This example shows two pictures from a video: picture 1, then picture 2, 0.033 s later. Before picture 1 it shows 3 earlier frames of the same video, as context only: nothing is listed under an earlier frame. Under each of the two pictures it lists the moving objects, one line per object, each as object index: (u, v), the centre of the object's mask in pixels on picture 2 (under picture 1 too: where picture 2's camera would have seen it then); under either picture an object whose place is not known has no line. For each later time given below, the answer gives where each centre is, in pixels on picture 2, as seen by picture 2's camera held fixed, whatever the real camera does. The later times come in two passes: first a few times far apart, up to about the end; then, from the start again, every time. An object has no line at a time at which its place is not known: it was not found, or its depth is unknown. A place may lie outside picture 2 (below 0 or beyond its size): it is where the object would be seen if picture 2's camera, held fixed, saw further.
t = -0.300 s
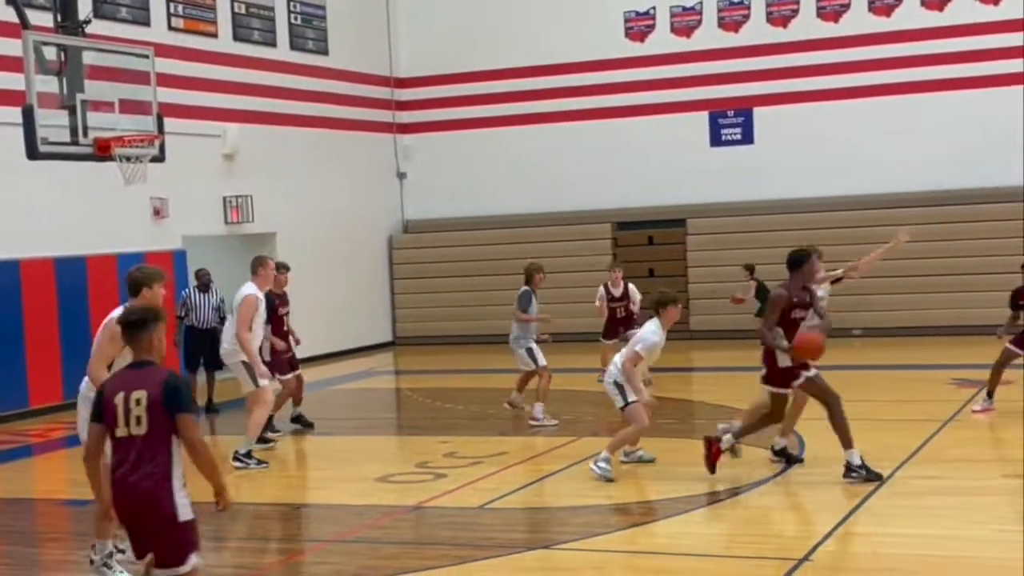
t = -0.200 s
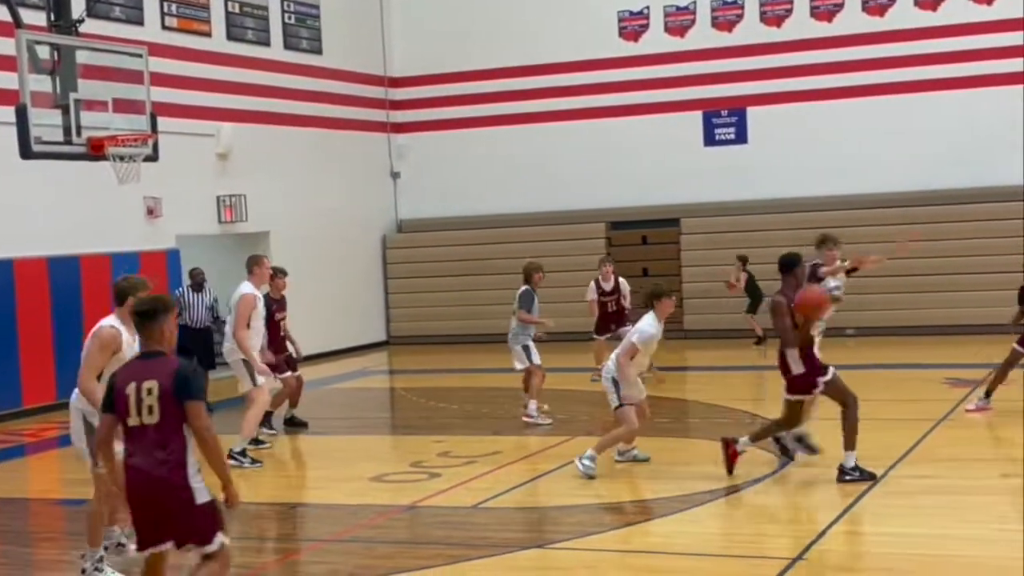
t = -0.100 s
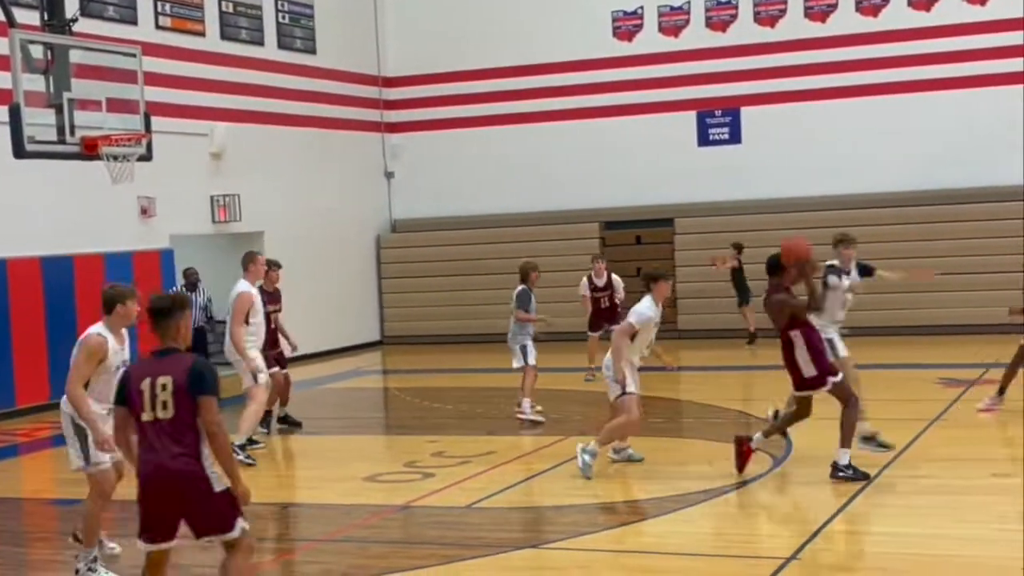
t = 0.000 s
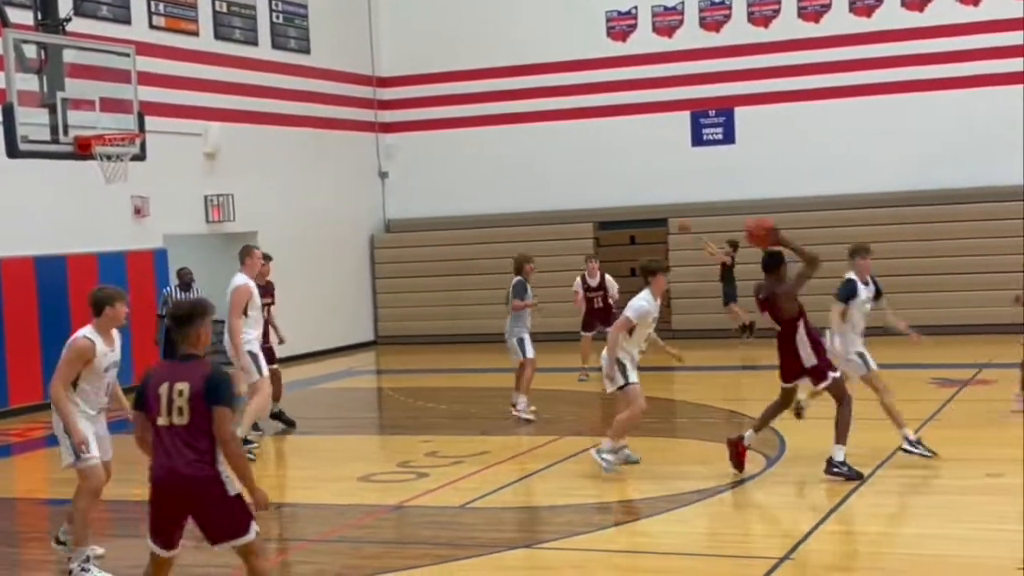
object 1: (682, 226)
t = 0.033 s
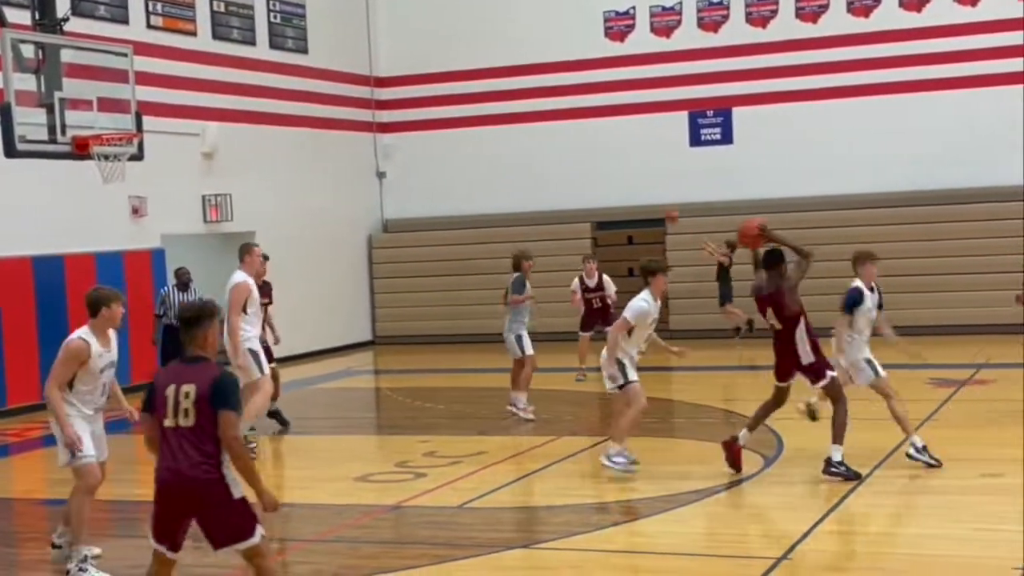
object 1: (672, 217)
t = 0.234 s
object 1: (613, 165)
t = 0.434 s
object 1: (557, 140)
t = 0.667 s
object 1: (494, 143)
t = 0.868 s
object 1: (445, 171)
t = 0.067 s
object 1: (661, 204)
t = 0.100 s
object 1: (651, 195)
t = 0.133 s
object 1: (642, 187)
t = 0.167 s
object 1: (632, 179)
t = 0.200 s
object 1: (623, 171)
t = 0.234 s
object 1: (613, 165)
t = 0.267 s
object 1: (603, 159)
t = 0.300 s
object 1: (594, 154)
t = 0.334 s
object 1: (585, 149)
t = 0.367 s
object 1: (575, 146)
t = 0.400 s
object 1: (566, 143)
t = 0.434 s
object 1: (557, 140)
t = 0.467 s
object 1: (547, 139)
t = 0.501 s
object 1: (538, 138)
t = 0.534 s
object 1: (530, 137)
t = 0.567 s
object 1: (520, 138)
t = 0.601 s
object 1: (512, 139)
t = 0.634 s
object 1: (503, 141)
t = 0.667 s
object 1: (494, 143)
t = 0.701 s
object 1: (486, 146)
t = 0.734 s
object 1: (477, 150)
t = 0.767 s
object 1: (469, 154)
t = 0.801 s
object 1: (461, 159)
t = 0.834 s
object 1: (453, 164)
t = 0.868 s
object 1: (445, 171)
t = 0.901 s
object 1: (436, 178)
